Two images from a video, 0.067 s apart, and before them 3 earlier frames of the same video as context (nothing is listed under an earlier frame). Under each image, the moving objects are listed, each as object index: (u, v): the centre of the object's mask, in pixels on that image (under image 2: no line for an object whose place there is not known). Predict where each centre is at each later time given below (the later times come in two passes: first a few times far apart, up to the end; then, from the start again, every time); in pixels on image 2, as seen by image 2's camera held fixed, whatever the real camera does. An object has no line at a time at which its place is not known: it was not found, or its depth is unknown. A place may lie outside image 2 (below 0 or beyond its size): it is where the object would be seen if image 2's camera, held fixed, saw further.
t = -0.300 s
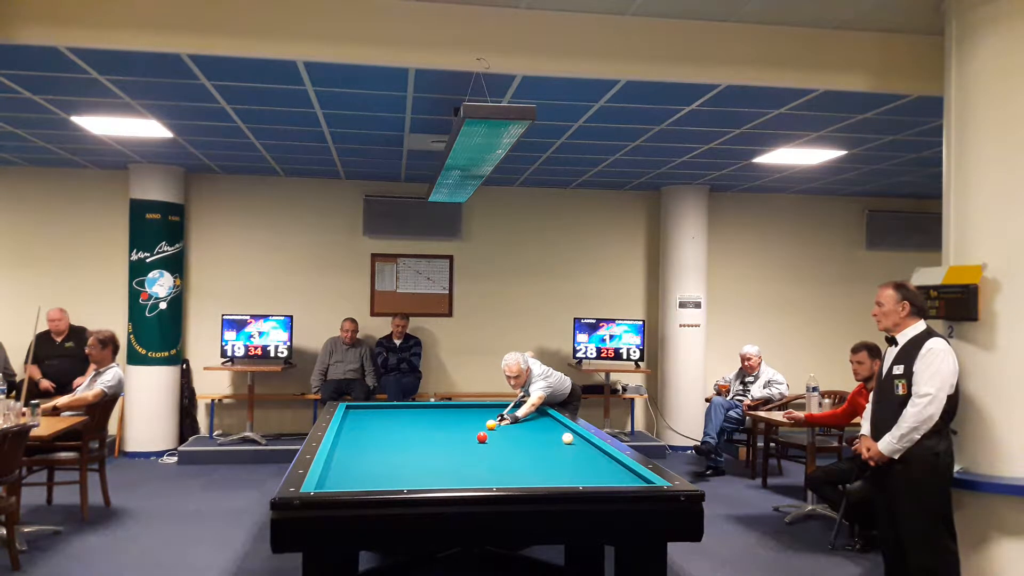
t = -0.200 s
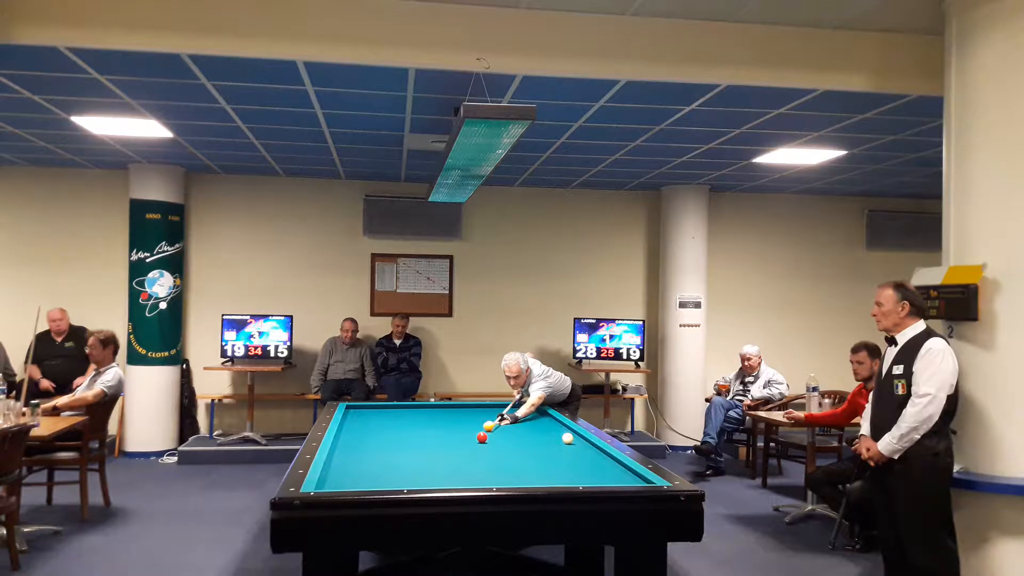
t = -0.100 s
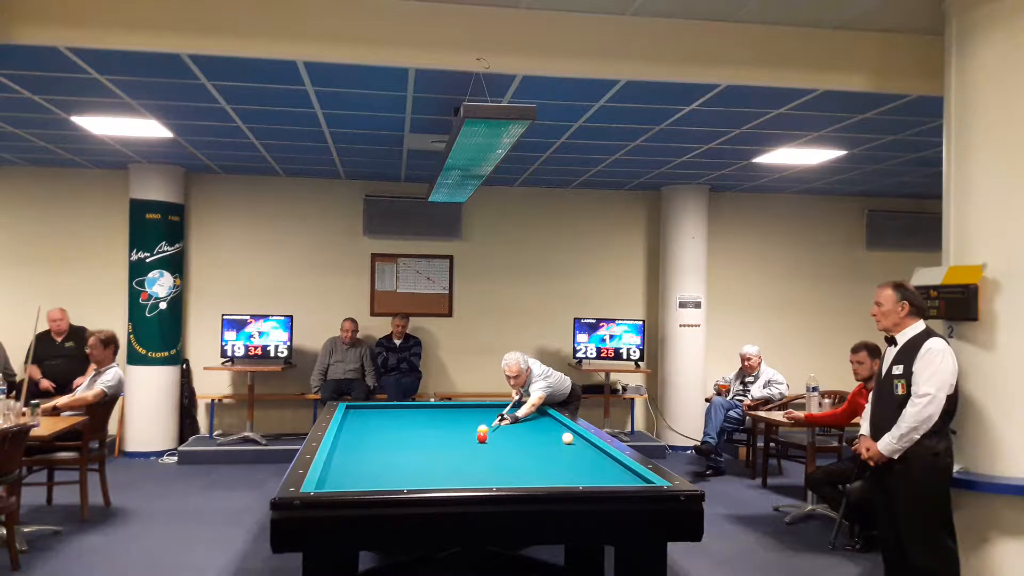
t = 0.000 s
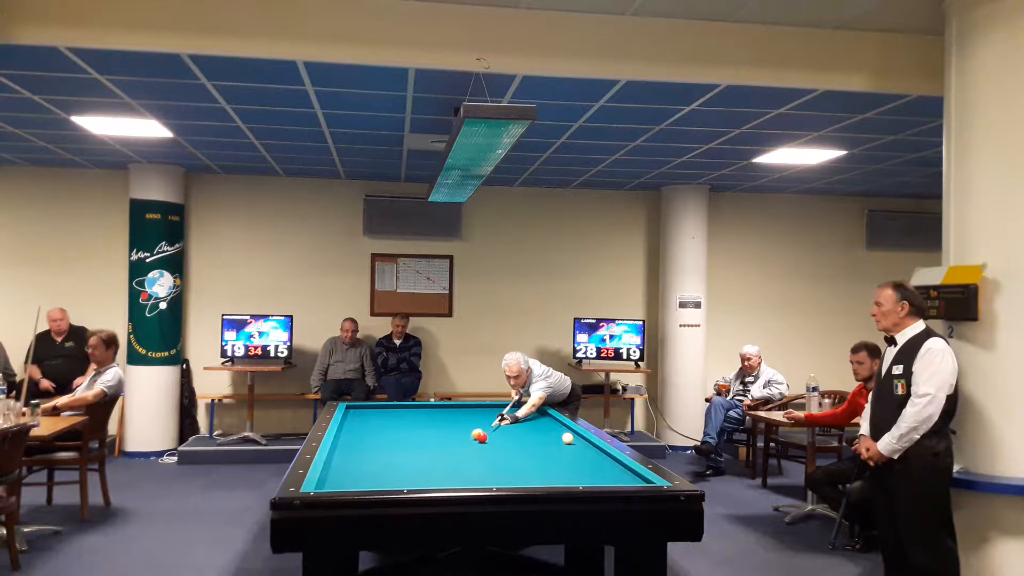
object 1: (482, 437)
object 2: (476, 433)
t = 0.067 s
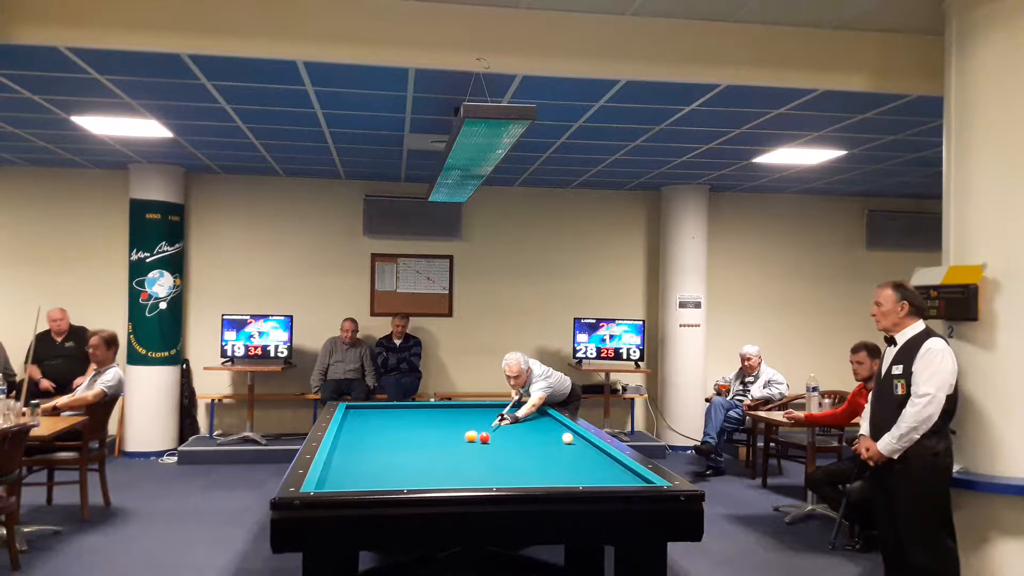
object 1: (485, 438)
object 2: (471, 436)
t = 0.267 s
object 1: (499, 441)
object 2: (445, 441)
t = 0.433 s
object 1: (510, 444)
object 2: (422, 445)
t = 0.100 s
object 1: (487, 438)
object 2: (466, 437)
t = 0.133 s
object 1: (490, 439)
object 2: (462, 437)
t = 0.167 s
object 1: (492, 439)
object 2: (458, 438)
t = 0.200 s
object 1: (494, 440)
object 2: (454, 439)
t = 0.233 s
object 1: (496, 441)
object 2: (450, 440)
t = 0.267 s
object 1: (499, 441)
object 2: (445, 441)
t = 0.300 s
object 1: (501, 442)
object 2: (441, 442)
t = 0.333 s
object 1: (503, 442)
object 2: (436, 443)
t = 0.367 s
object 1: (506, 443)
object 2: (432, 443)
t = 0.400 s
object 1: (508, 443)
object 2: (427, 444)
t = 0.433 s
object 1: (510, 444)
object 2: (422, 445)
